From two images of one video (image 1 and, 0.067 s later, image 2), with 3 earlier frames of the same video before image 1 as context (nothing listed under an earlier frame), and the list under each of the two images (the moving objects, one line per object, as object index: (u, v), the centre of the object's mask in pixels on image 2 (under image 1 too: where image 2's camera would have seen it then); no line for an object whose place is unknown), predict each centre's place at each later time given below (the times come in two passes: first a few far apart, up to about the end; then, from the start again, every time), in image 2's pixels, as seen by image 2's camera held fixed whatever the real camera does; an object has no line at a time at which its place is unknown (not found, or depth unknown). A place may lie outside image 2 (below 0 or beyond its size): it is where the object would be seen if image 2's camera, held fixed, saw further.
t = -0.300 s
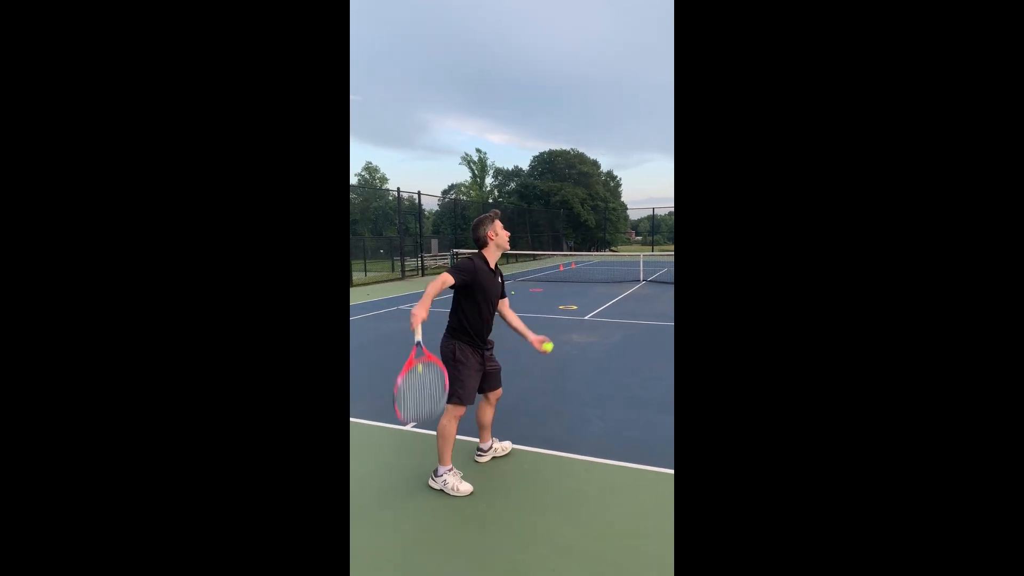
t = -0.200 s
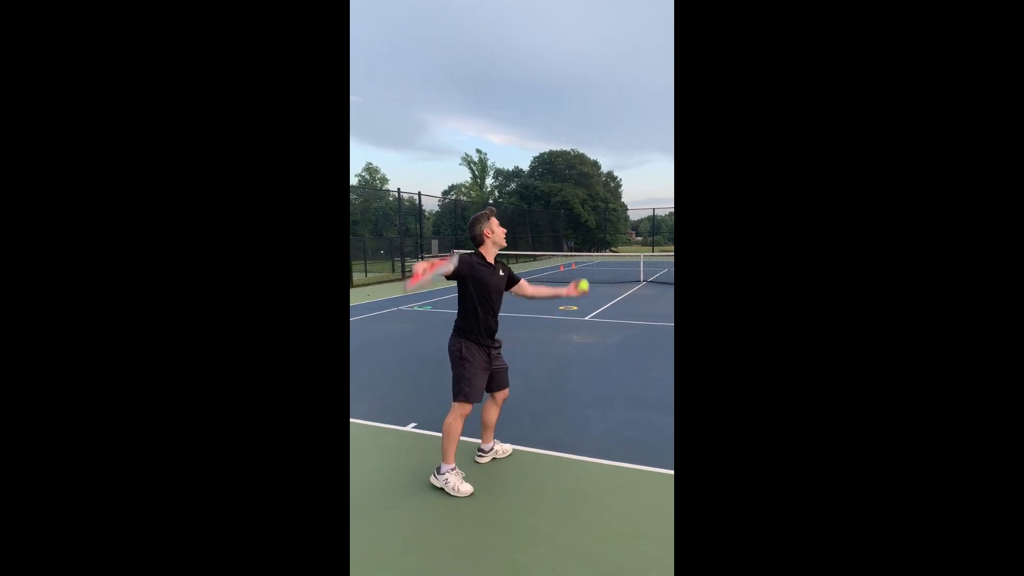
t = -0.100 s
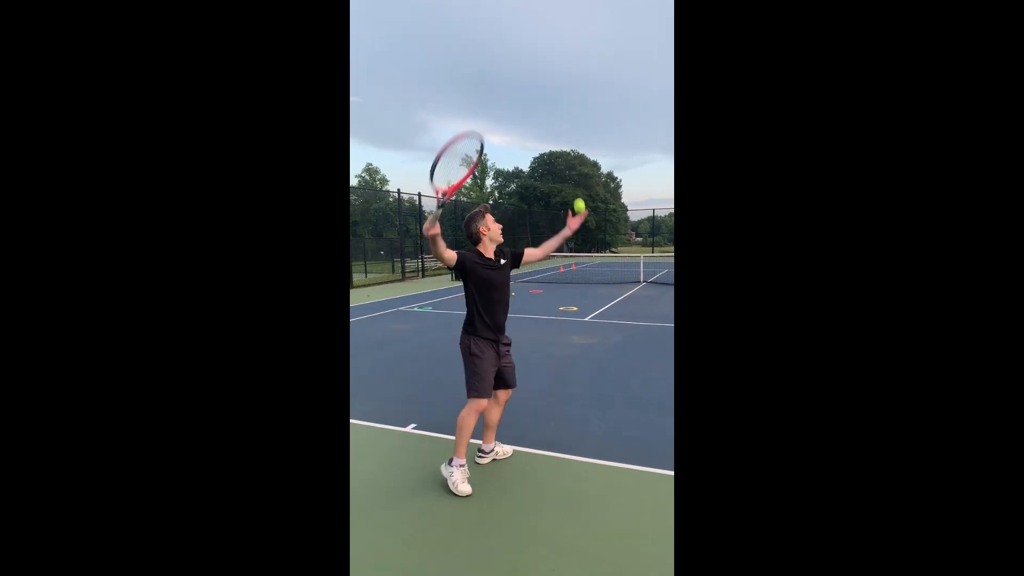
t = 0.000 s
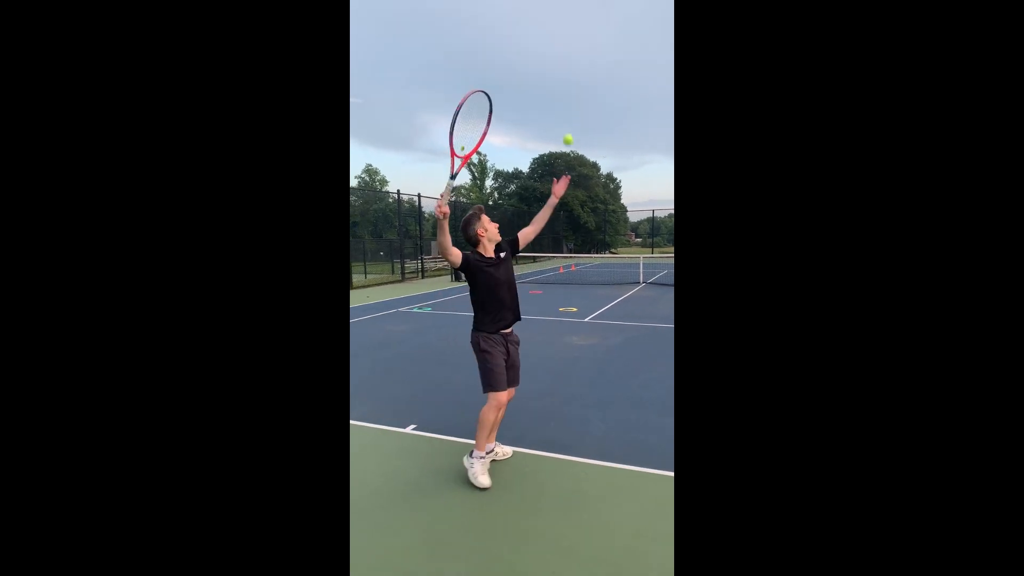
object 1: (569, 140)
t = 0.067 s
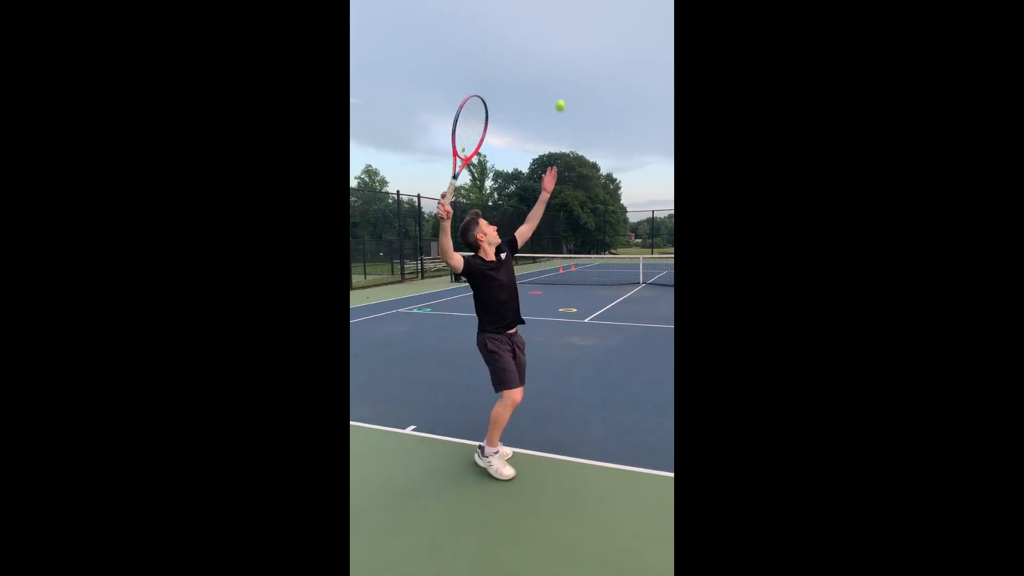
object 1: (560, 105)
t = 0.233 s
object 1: (546, 52)
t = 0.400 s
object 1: (530, 42)
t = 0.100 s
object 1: (558, 91)
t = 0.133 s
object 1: (555, 78)
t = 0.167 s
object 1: (551, 68)
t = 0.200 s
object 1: (549, 59)
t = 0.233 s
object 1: (546, 52)
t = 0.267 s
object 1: (542, 46)
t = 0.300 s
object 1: (539, 43)
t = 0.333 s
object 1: (536, 41)
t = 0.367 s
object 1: (533, 41)
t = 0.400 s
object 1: (530, 42)
